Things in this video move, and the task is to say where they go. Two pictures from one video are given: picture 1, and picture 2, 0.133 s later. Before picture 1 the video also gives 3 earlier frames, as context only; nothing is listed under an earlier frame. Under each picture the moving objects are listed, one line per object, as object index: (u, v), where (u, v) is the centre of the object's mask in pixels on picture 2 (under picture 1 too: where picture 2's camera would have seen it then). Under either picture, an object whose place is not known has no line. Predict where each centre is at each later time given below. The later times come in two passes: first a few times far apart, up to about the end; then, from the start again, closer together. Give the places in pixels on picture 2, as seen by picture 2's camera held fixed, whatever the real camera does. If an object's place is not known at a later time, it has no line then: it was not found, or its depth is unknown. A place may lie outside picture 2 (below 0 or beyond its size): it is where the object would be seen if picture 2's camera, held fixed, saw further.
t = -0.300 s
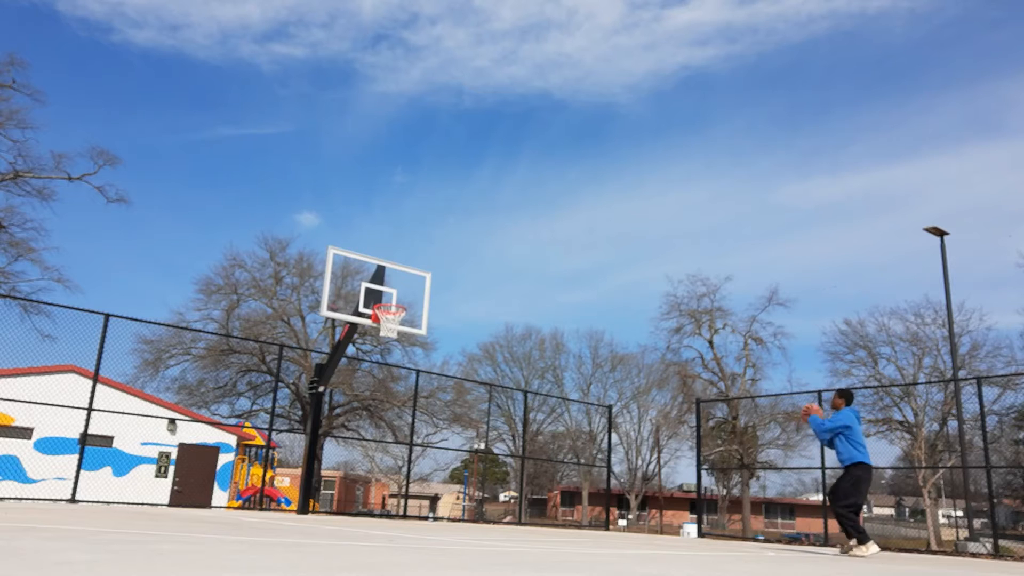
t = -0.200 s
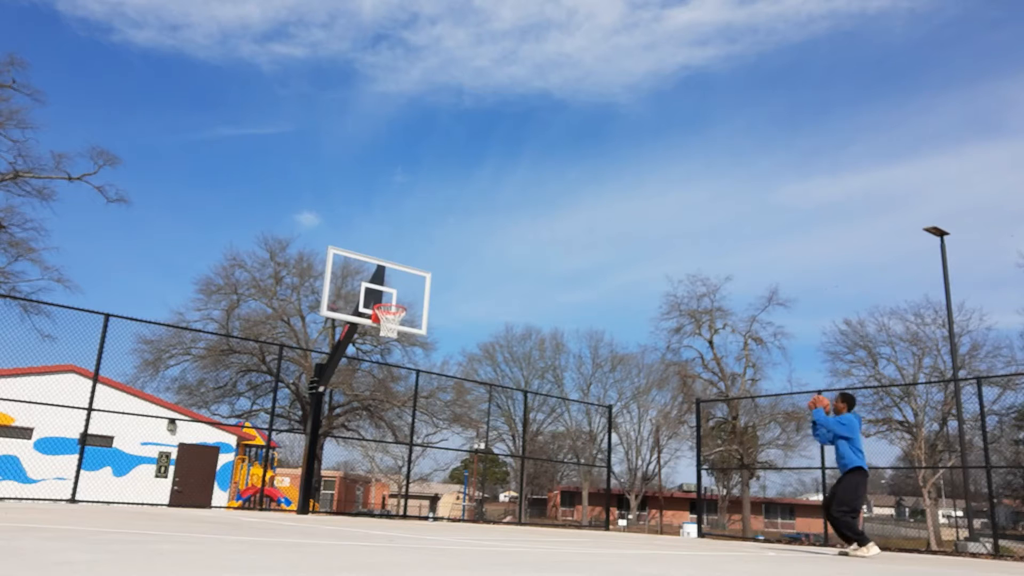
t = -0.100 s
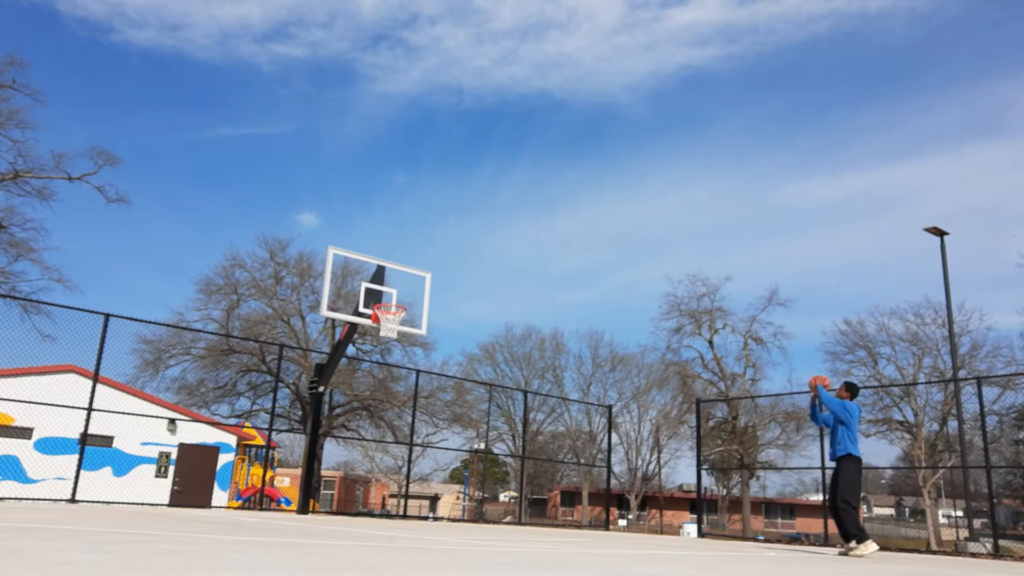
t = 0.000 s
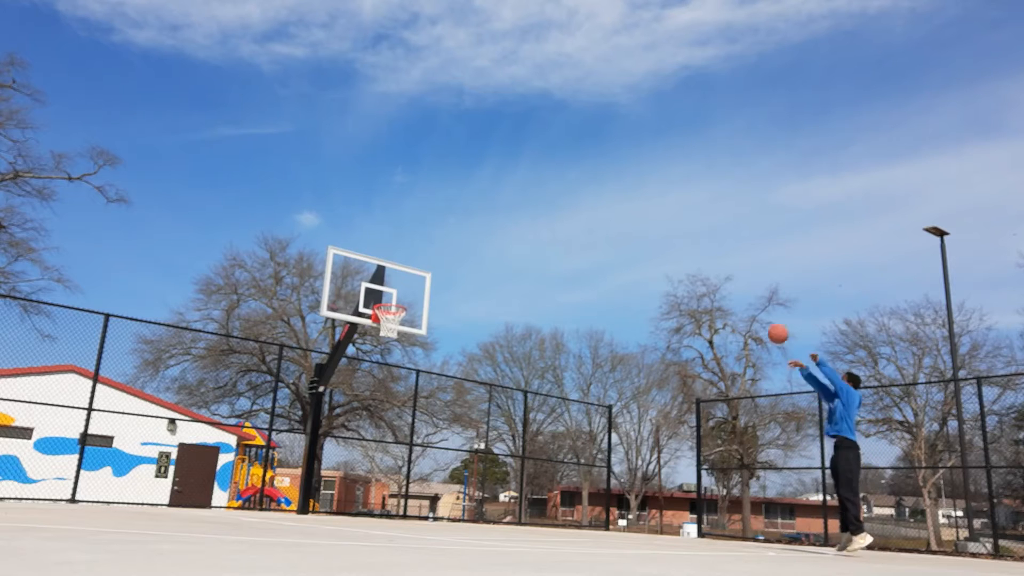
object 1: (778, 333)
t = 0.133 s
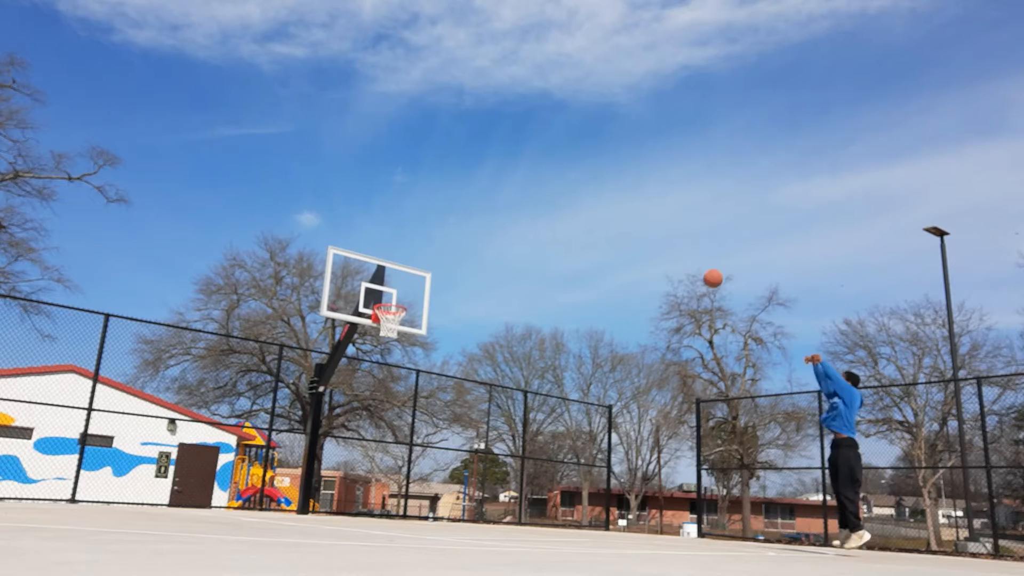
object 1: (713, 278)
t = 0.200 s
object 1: (683, 258)
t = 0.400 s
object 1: (603, 223)
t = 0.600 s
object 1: (532, 218)
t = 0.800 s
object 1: (468, 238)
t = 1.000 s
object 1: (406, 281)
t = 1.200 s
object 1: (393, 314)
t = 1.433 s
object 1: (382, 328)
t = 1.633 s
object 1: (365, 360)
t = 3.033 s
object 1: (290, 462)
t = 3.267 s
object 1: (278, 481)
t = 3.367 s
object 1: (277, 457)
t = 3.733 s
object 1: (265, 442)
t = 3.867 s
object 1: (256, 460)
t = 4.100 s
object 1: (241, 495)
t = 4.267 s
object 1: (240, 466)
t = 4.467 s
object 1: (235, 461)
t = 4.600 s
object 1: (228, 475)
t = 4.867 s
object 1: (217, 486)
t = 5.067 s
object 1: (211, 475)
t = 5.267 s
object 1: (201, 494)
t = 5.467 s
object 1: (193, 488)
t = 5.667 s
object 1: (184, 488)
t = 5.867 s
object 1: (175, 497)
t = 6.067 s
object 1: (169, 492)
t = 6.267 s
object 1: (159, 497)
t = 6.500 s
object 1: (148, 502)
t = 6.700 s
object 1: (141, 497)
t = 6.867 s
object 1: (134, 498)
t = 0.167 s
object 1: (698, 267)
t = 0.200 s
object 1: (683, 258)
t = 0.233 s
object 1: (669, 250)
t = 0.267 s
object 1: (655, 243)
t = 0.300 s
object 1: (642, 236)
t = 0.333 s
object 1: (628, 231)
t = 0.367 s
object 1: (616, 226)
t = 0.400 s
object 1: (603, 223)
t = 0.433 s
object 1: (591, 220)
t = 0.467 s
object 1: (579, 219)
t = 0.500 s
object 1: (567, 217)
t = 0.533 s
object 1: (555, 217)
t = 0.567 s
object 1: (544, 217)
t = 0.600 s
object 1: (532, 218)
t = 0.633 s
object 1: (521, 220)
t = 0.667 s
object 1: (510, 222)
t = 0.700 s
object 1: (499, 225)
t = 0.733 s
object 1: (489, 229)
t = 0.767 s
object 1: (478, 233)
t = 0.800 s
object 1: (468, 238)
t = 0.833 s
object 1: (457, 244)
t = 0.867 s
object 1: (447, 250)
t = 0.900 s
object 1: (437, 257)
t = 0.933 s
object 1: (427, 264)
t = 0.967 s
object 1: (417, 272)
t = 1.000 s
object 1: (406, 281)
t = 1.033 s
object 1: (396, 290)
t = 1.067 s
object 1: (386, 299)
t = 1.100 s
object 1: (382, 304)
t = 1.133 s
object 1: (387, 306)
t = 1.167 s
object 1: (391, 313)
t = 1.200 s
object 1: (393, 314)
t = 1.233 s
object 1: (393, 316)
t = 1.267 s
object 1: (393, 317)
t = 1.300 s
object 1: (391, 325)
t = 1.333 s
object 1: (388, 325)
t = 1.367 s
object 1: (387, 322)
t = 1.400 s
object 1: (384, 325)
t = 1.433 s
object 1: (382, 328)
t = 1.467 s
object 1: (379, 331)
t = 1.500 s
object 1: (377, 336)
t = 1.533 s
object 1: (374, 340)
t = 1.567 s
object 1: (371, 346)
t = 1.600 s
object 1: (368, 353)
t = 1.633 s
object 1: (365, 360)
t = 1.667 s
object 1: (363, 368)
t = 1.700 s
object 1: (359, 376)
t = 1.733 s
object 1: (355, 386)
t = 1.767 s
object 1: (352, 396)
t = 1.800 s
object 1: (350, 408)
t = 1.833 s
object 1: (346, 420)
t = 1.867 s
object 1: (342, 433)
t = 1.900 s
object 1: (338, 448)
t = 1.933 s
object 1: (334, 463)
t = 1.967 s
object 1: (331, 478)
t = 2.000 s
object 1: (325, 496)
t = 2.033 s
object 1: (322, 512)
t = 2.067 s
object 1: (321, 499)
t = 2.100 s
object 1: (322, 486)
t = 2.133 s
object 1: (322, 473)
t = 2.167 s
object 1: (322, 461)
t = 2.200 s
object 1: (322, 451)
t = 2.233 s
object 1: (323, 441)
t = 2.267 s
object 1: (322, 433)
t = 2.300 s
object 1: (322, 425)
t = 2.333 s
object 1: (322, 418)
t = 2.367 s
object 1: (321, 412)
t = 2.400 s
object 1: (321, 407)
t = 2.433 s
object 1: (320, 402)
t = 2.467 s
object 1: (319, 399)
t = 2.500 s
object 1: (319, 396)
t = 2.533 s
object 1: (317, 394)
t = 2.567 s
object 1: (316, 393)
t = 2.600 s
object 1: (315, 393)
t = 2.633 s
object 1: (314, 393)
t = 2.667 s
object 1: (312, 394)
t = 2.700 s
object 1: (311, 396)
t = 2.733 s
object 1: (309, 399)
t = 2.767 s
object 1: (307, 403)
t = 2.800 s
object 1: (306, 408)
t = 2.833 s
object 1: (304, 413)
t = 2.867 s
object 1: (302, 418)
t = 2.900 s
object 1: (299, 425)
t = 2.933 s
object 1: (298, 433)
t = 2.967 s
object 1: (295, 442)
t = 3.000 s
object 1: (292, 452)
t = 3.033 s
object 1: (290, 462)
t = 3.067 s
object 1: (287, 473)
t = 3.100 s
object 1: (285, 484)
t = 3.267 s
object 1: (278, 481)
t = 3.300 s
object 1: (278, 471)
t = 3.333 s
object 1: (278, 464)
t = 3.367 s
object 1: (277, 457)
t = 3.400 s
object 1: (277, 451)
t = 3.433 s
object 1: (276, 447)
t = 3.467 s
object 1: (275, 443)
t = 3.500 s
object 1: (274, 440)
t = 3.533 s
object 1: (274, 437)
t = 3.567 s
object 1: (272, 436)
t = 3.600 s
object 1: (271, 435)
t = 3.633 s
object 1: (269, 435)
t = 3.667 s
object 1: (268, 436)
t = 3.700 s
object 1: (266, 439)
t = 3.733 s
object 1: (265, 442)
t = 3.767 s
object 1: (263, 445)
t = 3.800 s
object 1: (260, 450)
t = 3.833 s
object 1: (258, 455)
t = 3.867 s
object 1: (256, 460)
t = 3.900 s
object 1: (253, 468)
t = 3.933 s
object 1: (250, 477)
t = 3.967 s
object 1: (247, 487)
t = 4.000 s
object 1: (246, 495)
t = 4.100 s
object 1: (241, 495)
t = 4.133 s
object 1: (241, 487)
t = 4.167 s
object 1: (241, 480)
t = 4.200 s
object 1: (242, 475)
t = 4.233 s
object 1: (240, 470)
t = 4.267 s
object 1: (240, 466)
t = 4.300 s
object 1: (240, 463)
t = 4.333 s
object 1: (239, 461)
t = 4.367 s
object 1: (238, 460)
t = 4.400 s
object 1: (237, 459)
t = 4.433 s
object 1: (236, 459)
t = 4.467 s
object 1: (235, 461)
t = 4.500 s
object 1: (234, 463)
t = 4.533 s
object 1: (232, 466)
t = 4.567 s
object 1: (231, 470)
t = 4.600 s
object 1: (228, 475)
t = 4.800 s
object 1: (218, 497)
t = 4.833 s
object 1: (217, 491)
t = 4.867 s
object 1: (217, 486)
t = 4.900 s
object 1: (216, 482)
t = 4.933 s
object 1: (216, 479)
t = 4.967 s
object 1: (215, 476)
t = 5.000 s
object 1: (213, 475)
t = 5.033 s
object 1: (213, 474)
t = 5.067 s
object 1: (211, 475)
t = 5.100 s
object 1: (210, 476)
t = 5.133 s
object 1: (208, 478)
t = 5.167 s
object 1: (207, 480)
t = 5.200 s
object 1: (205, 484)
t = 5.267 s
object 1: (201, 494)
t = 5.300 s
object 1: (198, 500)
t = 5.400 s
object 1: (195, 496)
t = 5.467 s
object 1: (193, 488)
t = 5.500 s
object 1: (193, 486)
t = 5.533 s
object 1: (191, 484)
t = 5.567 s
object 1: (190, 484)
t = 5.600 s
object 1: (188, 484)
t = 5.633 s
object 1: (186, 486)
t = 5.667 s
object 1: (184, 488)
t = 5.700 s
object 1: (182, 491)
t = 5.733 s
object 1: (180, 495)
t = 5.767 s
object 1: (178, 500)
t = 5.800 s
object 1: (177, 505)
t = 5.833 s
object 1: (176, 500)
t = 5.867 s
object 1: (175, 497)
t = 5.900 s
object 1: (174, 494)
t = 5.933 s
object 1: (173, 492)
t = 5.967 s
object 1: (172, 490)
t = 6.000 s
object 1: (171, 490)
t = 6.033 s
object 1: (170, 490)
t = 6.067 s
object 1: (169, 492)
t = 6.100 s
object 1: (167, 494)
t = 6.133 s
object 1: (165, 497)
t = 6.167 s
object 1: (162, 501)
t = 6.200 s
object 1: (161, 504)
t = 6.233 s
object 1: (160, 500)
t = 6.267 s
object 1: (159, 497)
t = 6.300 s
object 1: (158, 495)
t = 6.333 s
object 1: (157, 494)
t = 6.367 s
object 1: (155, 494)
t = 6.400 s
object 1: (154, 494)
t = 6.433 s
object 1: (152, 496)
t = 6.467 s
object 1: (150, 498)
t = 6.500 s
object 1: (148, 502)
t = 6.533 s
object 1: (147, 503)
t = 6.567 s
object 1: (146, 500)
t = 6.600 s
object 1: (145, 497)
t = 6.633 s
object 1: (144, 496)
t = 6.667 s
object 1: (143, 496)
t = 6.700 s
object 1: (141, 497)
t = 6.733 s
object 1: (140, 498)
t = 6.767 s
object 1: (138, 501)
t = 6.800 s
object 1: (136, 503)
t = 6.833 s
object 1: (135, 500)
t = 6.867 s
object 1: (134, 498)
